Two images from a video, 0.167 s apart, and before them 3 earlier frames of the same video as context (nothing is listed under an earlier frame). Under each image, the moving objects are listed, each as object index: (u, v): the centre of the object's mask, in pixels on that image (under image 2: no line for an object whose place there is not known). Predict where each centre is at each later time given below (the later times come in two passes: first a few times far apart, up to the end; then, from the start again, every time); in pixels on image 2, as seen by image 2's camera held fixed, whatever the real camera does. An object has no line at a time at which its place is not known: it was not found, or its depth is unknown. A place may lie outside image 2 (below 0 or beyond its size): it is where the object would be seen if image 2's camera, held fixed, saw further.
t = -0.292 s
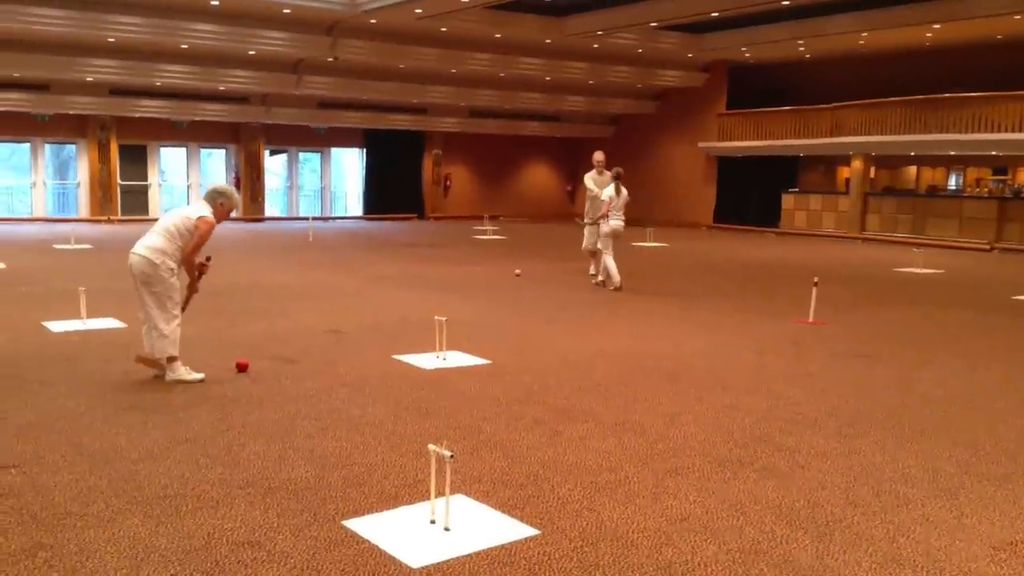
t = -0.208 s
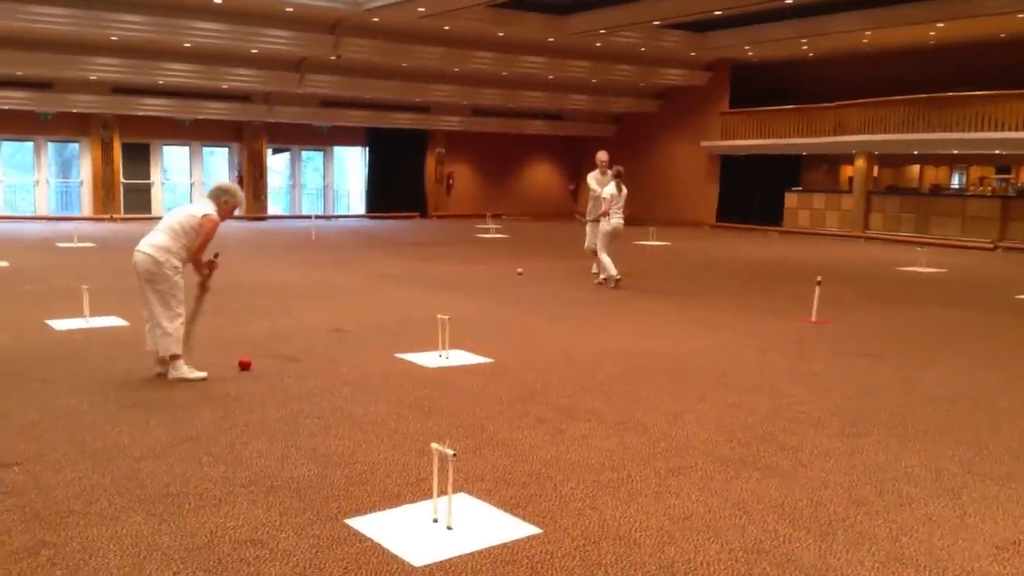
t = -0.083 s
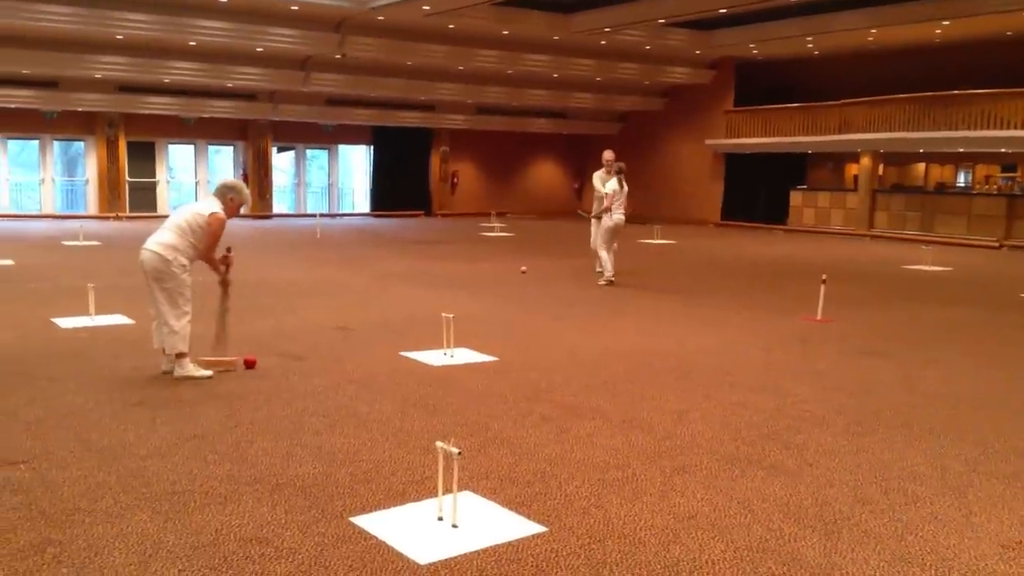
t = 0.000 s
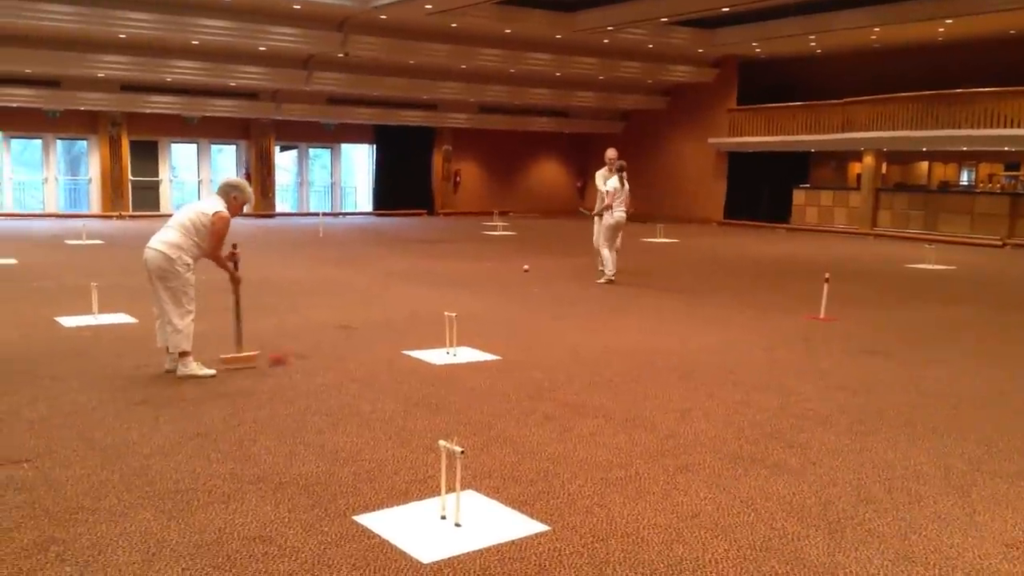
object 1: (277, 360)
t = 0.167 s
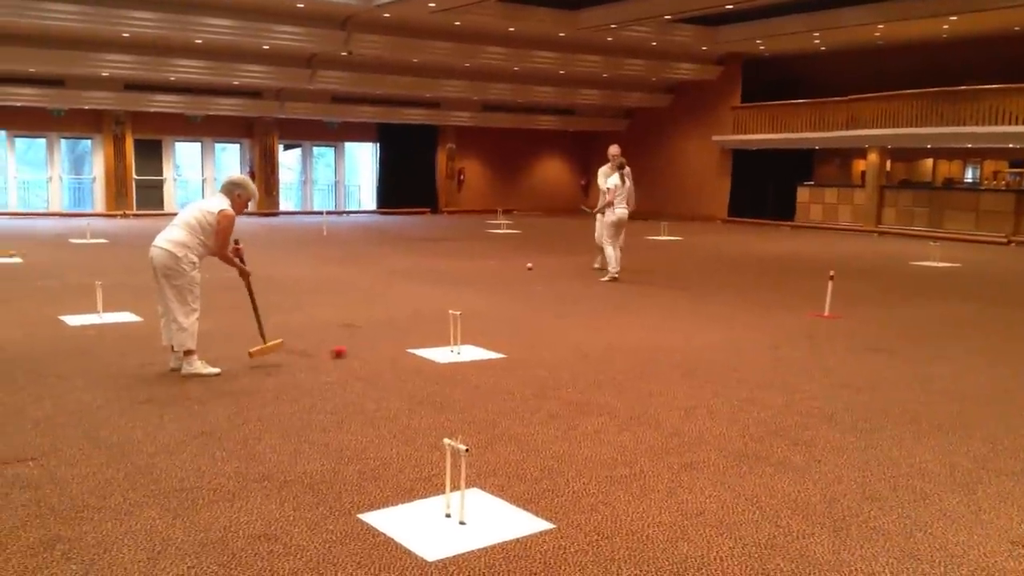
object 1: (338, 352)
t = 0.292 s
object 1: (373, 351)
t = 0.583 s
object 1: (442, 342)
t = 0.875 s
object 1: (509, 338)
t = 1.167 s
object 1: (566, 332)
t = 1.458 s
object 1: (617, 327)
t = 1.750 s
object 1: (663, 323)
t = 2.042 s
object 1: (707, 319)
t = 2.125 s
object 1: (719, 318)
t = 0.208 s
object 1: (350, 352)
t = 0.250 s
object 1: (362, 350)
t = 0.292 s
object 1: (373, 351)
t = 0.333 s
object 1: (384, 349)
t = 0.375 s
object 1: (394, 348)
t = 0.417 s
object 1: (403, 347)
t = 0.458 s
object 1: (415, 344)
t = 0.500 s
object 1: (425, 344)
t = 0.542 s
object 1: (435, 343)
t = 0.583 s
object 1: (442, 342)
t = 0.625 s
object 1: (455, 341)
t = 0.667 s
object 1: (465, 340)
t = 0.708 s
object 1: (473, 340)
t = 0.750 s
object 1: (482, 340)
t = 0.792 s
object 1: (492, 340)
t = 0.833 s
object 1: (501, 338)
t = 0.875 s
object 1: (509, 338)
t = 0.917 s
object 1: (518, 337)
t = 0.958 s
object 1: (526, 336)
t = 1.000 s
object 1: (535, 335)
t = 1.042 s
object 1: (543, 335)
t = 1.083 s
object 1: (550, 334)
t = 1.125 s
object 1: (558, 333)
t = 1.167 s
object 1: (566, 332)
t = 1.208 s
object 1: (573, 331)
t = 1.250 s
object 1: (580, 331)
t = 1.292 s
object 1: (588, 330)
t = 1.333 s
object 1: (595, 329)
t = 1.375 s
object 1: (603, 329)
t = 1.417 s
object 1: (610, 328)
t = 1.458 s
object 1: (617, 327)
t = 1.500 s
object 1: (624, 327)
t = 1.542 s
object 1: (630, 326)
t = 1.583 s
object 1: (637, 326)
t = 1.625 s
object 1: (643, 325)
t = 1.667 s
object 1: (651, 325)
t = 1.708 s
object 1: (658, 324)
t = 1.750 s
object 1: (663, 323)
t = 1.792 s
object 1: (669, 322)
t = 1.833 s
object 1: (676, 321)
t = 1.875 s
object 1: (683, 321)
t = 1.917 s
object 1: (688, 321)
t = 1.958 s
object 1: (695, 320)
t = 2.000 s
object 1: (700, 319)
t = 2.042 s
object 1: (707, 319)
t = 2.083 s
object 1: (712, 318)
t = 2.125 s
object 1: (719, 318)
